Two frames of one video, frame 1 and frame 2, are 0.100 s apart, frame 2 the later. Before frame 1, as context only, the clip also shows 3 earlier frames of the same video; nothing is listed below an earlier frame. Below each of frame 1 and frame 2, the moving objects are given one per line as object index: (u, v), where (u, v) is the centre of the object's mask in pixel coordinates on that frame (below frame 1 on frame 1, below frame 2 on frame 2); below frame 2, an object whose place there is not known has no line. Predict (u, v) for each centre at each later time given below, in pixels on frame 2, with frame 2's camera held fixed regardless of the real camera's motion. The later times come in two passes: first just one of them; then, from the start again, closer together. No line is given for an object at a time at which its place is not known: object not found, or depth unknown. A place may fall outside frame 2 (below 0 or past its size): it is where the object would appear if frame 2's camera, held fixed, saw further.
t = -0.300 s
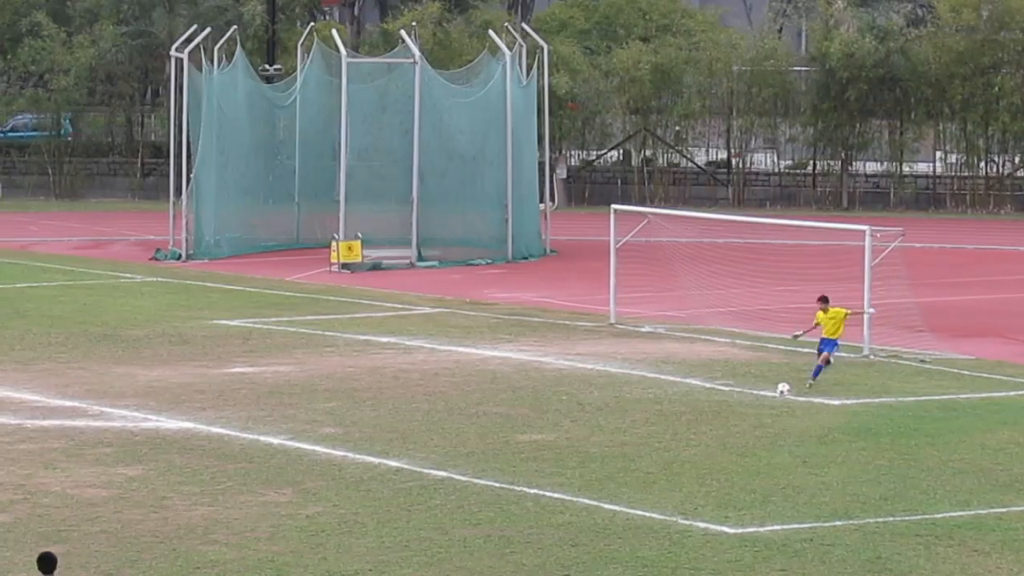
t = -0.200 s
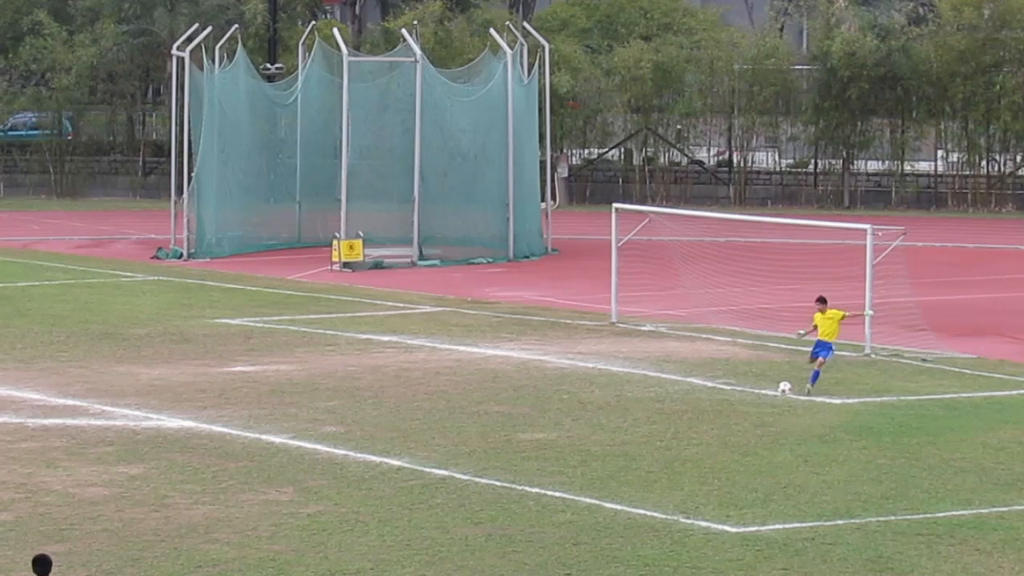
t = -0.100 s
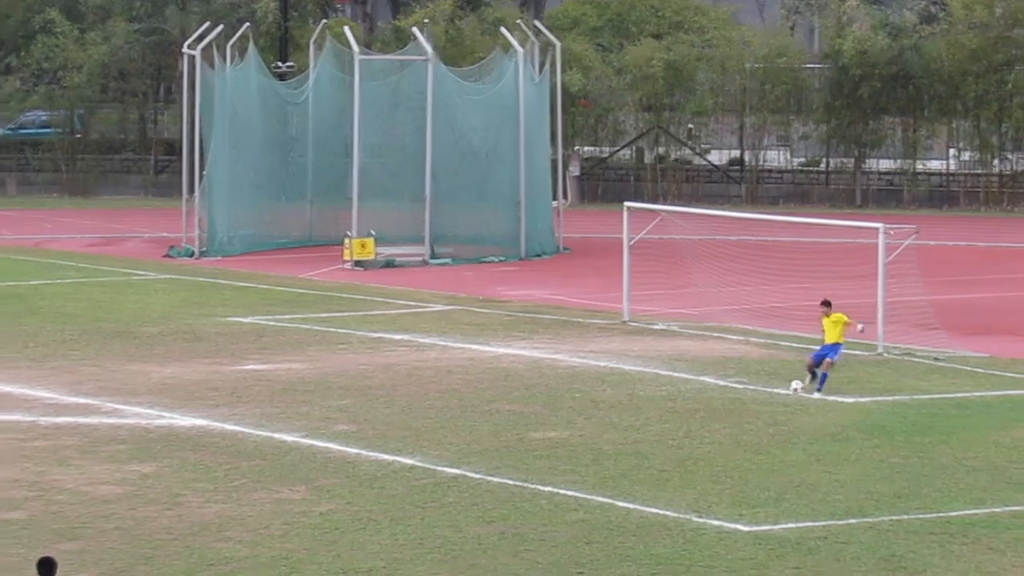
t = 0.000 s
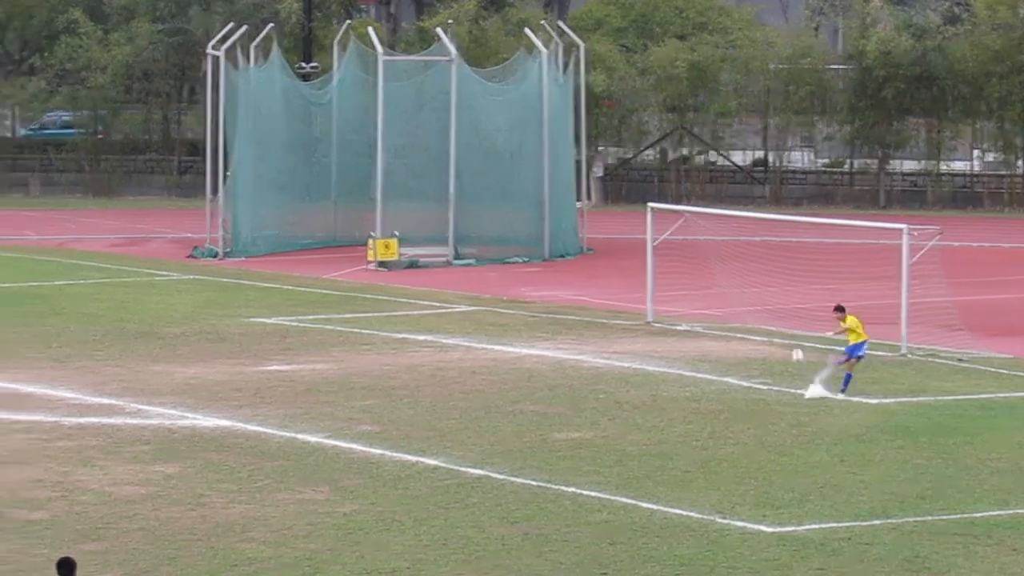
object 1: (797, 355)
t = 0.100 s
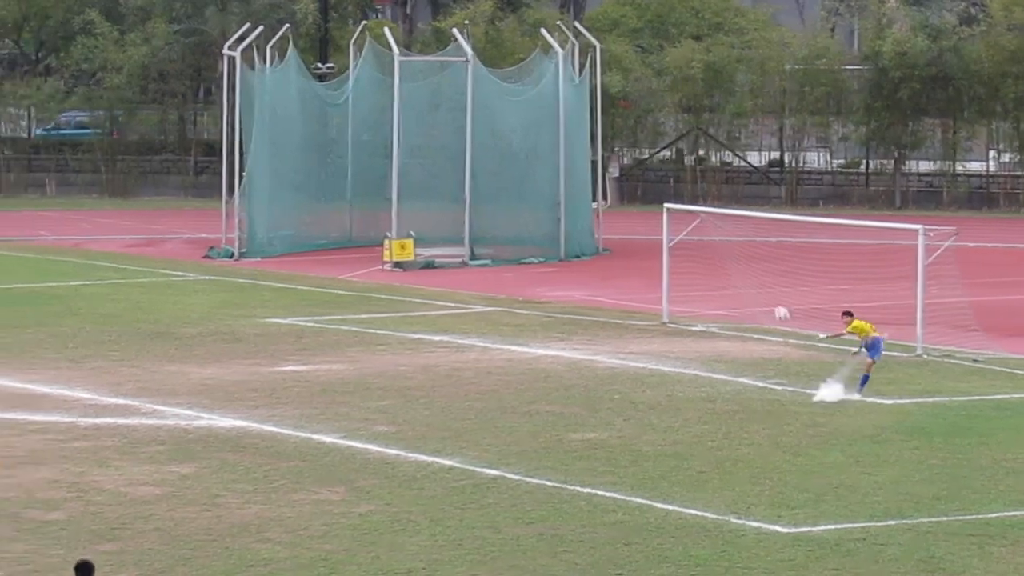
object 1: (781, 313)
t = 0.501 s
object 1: (657, 174)
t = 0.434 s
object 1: (678, 193)
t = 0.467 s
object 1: (667, 183)
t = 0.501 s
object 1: (657, 174)
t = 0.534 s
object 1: (646, 164)
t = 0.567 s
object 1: (636, 156)
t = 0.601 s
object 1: (625, 147)
